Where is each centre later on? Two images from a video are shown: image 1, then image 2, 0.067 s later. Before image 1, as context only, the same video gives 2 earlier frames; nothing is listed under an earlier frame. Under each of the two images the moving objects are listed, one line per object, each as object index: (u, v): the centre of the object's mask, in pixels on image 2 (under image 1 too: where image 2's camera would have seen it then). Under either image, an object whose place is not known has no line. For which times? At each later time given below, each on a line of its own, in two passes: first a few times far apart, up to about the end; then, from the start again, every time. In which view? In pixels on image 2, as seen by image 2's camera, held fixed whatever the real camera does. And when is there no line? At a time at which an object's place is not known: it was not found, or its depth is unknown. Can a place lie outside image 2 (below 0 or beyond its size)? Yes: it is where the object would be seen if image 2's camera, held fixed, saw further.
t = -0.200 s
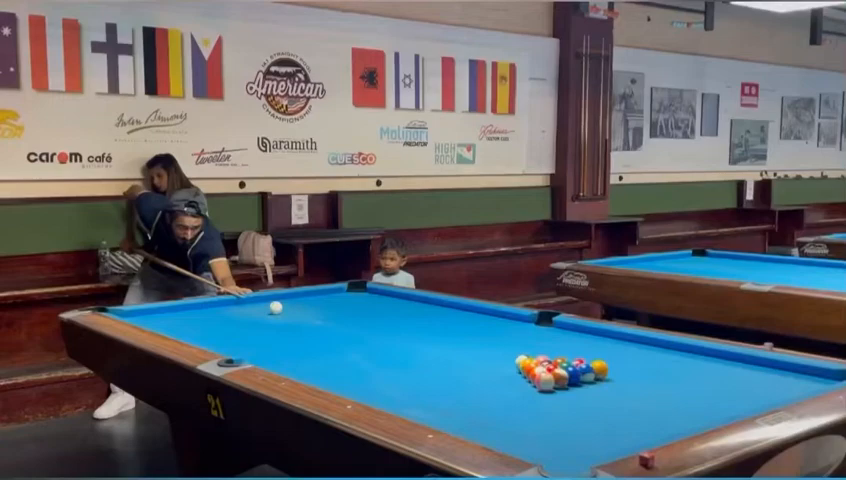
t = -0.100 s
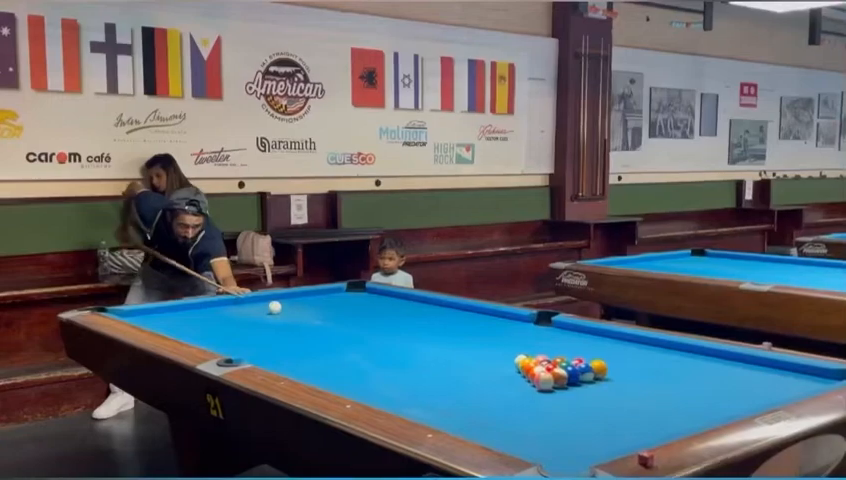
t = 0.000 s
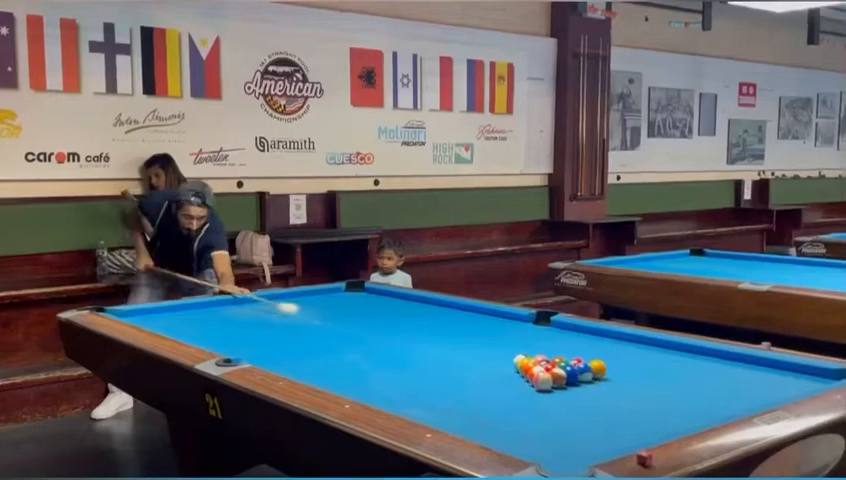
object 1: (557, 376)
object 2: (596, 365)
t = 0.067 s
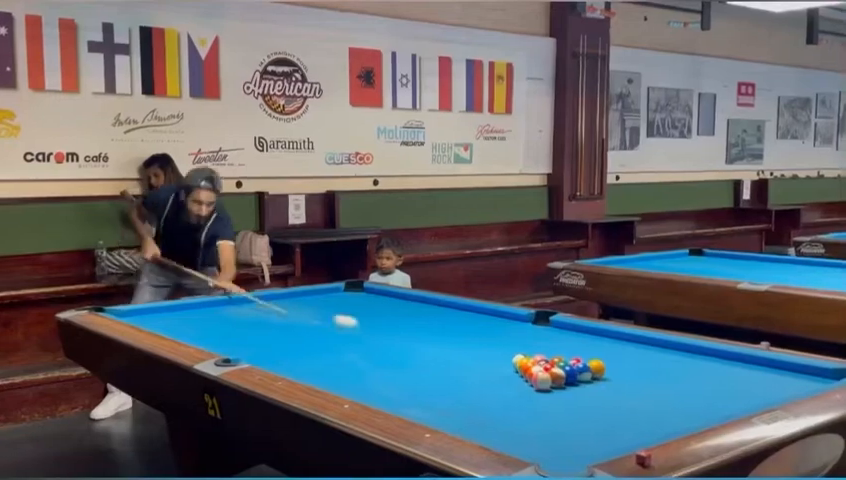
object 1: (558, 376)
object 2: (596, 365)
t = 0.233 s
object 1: (559, 377)
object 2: (617, 367)
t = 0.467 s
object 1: (570, 392)
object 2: (808, 381)
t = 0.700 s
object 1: (583, 416)
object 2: (752, 362)
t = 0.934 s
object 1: (598, 436)
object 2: (694, 350)
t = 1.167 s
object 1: (590, 444)
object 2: (630, 343)
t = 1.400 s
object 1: (547, 444)
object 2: (572, 338)
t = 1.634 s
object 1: (509, 439)
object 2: (529, 333)
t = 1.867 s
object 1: (501, 434)
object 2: (503, 328)
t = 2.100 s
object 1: (496, 430)
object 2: (480, 324)
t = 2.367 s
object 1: (492, 421)
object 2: (456, 319)
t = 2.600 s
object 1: (506, 424)
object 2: (437, 317)
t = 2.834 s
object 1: (521, 424)
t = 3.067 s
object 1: (534, 425)
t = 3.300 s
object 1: (546, 425)
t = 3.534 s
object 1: (555, 425)
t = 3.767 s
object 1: (563, 425)
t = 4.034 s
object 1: (569, 426)
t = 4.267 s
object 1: (573, 426)
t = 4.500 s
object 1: (575, 426)
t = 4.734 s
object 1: (574, 426)
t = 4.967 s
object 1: (574, 426)
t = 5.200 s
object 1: (574, 426)
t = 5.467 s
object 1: (574, 426)
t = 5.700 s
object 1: (574, 425)
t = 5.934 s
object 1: (574, 425)
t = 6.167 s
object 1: (574, 426)
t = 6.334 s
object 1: (574, 426)
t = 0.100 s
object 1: (558, 376)
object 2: (597, 365)
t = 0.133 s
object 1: (558, 375)
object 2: (597, 366)
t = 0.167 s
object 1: (558, 375)
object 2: (597, 366)
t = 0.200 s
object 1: (558, 375)
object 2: (596, 366)
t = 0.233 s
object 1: (559, 377)
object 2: (617, 367)
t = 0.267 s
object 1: (563, 380)
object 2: (647, 370)
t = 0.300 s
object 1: (564, 382)
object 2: (678, 373)
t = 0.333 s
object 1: (565, 384)
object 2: (709, 375)
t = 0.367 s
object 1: (565, 385)
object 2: (737, 378)
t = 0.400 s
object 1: (567, 387)
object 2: (767, 380)
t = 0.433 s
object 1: (569, 390)
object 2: (795, 382)
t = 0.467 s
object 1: (570, 392)
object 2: (808, 381)
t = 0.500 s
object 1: (571, 395)
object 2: (797, 379)
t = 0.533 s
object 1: (573, 399)
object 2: (788, 376)
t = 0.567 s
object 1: (574, 400)
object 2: (780, 373)
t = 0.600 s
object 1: (576, 405)
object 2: (773, 370)
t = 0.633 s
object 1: (579, 409)
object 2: (765, 368)
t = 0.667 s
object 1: (581, 413)
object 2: (758, 365)
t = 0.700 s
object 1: (583, 416)
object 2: (752, 362)
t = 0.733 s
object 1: (585, 417)
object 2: (746, 359)
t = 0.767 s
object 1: (586, 420)
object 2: (739, 357)
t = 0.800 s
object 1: (588, 423)
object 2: (734, 354)
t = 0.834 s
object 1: (590, 424)
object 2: (724, 353)
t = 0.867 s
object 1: (594, 429)
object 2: (714, 351)
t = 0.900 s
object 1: (596, 433)
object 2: (704, 351)
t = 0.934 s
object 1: (598, 436)
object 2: (694, 350)
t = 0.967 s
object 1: (600, 438)
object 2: (684, 348)
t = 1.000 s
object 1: (602, 440)
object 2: (675, 348)
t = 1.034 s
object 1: (604, 443)
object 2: (666, 347)
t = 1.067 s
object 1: (605, 444)
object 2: (657, 346)
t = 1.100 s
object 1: (600, 445)
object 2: (648, 345)
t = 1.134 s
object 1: (594, 446)
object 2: (639, 344)
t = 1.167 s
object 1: (590, 444)
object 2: (630, 343)
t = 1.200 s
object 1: (582, 443)
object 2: (622, 342)
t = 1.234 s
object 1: (574, 444)
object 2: (613, 341)
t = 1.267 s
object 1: (570, 444)
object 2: (604, 340)
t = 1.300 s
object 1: (565, 447)
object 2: (596, 340)
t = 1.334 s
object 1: (560, 444)
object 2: (588, 339)
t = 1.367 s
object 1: (554, 444)
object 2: (579, 338)
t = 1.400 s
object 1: (547, 444)
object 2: (572, 338)
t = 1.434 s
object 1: (541, 443)
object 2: (565, 337)
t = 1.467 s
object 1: (536, 444)
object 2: (557, 336)
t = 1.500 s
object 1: (532, 444)
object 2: (549, 335)
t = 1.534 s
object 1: (526, 442)
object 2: (541, 334)
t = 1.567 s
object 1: (519, 441)
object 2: (536, 334)
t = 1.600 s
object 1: (514, 440)
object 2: (533, 333)
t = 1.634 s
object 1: (509, 439)
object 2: (529, 333)
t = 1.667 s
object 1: (508, 439)
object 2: (525, 332)
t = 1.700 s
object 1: (507, 439)
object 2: (522, 331)
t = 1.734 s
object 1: (506, 438)
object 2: (518, 331)
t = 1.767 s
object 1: (505, 437)
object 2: (514, 330)
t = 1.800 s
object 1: (504, 436)
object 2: (510, 329)
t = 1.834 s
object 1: (503, 435)
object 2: (506, 329)
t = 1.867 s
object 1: (501, 434)
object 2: (503, 328)
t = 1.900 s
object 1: (501, 433)
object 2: (499, 328)
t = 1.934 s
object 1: (500, 433)
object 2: (496, 327)
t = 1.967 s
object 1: (499, 432)
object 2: (493, 326)
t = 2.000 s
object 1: (498, 432)
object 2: (489, 326)
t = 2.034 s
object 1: (497, 431)
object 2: (486, 325)
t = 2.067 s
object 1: (497, 430)
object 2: (483, 325)
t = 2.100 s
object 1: (496, 430)
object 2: (480, 324)
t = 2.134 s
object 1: (496, 430)
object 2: (477, 323)
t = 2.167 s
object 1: (495, 429)
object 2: (474, 323)
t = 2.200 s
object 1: (494, 428)
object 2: (471, 322)
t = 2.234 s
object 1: (493, 426)
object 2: (467, 322)
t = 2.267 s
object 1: (492, 425)
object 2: (464, 321)
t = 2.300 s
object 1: (492, 423)
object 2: (462, 321)
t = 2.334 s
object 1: (492, 423)
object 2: (458, 320)
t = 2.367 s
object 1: (492, 421)
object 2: (456, 319)
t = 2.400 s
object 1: (492, 423)
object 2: (453, 319)
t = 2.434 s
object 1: (494, 423)
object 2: (450, 318)
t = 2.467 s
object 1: (497, 423)
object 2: (447, 318)
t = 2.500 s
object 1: (499, 423)
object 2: (445, 318)
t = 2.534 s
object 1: (501, 423)
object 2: (443, 318)
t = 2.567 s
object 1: (504, 424)
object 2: (439, 317)
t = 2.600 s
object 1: (506, 424)
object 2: (437, 317)
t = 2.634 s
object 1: (508, 424)
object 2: (434, 316)
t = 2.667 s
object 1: (511, 424)
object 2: (432, 316)
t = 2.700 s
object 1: (513, 424)
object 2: (429, 316)
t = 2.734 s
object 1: (515, 424)
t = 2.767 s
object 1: (517, 424)
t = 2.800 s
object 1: (519, 425)
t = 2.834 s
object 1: (521, 424)
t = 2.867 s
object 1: (523, 424)
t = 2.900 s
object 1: (525, 424)
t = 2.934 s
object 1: (527, 424)
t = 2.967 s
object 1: (529, 424)
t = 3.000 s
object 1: (531, 424)
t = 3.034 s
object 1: (532, 424)
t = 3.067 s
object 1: (534, 425)
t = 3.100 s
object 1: (537, 425)
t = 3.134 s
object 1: (538, 425)
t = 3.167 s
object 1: (540, 425)
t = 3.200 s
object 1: (542, 425)
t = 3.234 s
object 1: (543, 425)
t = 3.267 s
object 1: (545, 425)
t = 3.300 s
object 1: (546, 425)
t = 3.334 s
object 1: (548, 425)
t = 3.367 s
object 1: (549, 425)
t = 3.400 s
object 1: (550, 425)
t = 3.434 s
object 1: (552, 425)
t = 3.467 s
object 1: (553, 425)
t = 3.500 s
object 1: (554, 425)
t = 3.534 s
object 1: (555, 425)
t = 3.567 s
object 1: (556, 425)
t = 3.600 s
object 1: (558, 425)
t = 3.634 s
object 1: (559, 425)
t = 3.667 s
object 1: (560, 425)
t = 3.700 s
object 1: (561, 425)
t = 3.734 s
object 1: (562, 425)
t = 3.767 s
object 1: (563, 425)
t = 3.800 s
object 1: (564, 425)
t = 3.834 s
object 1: (565, 425)
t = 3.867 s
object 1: (566, 425)
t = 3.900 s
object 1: (567, 425)
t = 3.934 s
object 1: (567, 425)
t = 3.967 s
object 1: (568, 425)
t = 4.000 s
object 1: (569, 425)
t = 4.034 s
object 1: (569, 426)
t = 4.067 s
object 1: (570, 425)
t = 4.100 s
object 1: (571, 425)
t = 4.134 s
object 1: (571, 425)
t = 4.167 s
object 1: (572, 426)
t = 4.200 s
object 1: (572, 425)
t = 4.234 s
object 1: (573, 425)
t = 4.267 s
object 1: (573, 426)
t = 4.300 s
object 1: (574, 425)
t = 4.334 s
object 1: (574, 425)
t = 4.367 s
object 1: (574, 426)
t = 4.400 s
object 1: (574, 426)
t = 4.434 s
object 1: (575, 426)
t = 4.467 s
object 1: (575, 426)
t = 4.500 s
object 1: (575, 426)
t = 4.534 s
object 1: (575, 426)
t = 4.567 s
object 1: (574, 426)
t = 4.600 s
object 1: (575, 426)
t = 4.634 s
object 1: (574, 426)
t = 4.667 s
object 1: (574, 426)
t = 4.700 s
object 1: (574, 426)
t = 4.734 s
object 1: (574, 426)
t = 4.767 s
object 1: (574, 426)
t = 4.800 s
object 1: (574, 426)
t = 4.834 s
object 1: (574, 426)
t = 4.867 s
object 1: (574, 426)
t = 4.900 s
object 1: (574, 426)
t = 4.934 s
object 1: (574, 426)
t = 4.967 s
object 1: (574, 426)
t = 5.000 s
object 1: (574, 426)
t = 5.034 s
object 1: (574, 426)
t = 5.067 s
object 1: (574, 426)
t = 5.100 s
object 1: (574, 426)
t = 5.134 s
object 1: (574, 426)
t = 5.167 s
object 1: (574, 426)
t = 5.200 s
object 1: (574, 426)
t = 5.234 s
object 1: (574, 426)
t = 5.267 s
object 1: (574, 426)
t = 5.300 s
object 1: (574, 426)
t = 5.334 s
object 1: (574, 426)
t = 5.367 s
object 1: (574, 426)
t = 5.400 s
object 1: (574, 426)
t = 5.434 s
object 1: (574, 426)
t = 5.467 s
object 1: (574, 426)
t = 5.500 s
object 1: (574, 426)
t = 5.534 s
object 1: (574, 426)
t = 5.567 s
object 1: (574, 426)
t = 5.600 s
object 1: (574, 425)
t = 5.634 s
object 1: (574, 426)
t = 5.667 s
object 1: (574, 425)
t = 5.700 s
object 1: (574, 425)
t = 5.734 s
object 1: (574, 425)
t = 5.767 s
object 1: (574, 425)
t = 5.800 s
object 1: (574, 425)
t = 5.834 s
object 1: (574, 425)
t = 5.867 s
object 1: (574, 425)
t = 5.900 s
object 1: (574, 425)
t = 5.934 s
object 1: (574, 425)
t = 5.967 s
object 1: (574, 426)
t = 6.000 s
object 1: (574, 426)
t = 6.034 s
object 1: (574, 426)
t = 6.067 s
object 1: (574, 426)
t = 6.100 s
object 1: (574, 426)
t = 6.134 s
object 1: (574, 426)
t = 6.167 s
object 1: (574, 426)
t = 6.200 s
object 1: (574, 426)
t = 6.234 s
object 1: (574, 426)
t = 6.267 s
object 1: (574, 426)
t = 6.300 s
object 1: (574, 426)
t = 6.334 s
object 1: (574, 426)
